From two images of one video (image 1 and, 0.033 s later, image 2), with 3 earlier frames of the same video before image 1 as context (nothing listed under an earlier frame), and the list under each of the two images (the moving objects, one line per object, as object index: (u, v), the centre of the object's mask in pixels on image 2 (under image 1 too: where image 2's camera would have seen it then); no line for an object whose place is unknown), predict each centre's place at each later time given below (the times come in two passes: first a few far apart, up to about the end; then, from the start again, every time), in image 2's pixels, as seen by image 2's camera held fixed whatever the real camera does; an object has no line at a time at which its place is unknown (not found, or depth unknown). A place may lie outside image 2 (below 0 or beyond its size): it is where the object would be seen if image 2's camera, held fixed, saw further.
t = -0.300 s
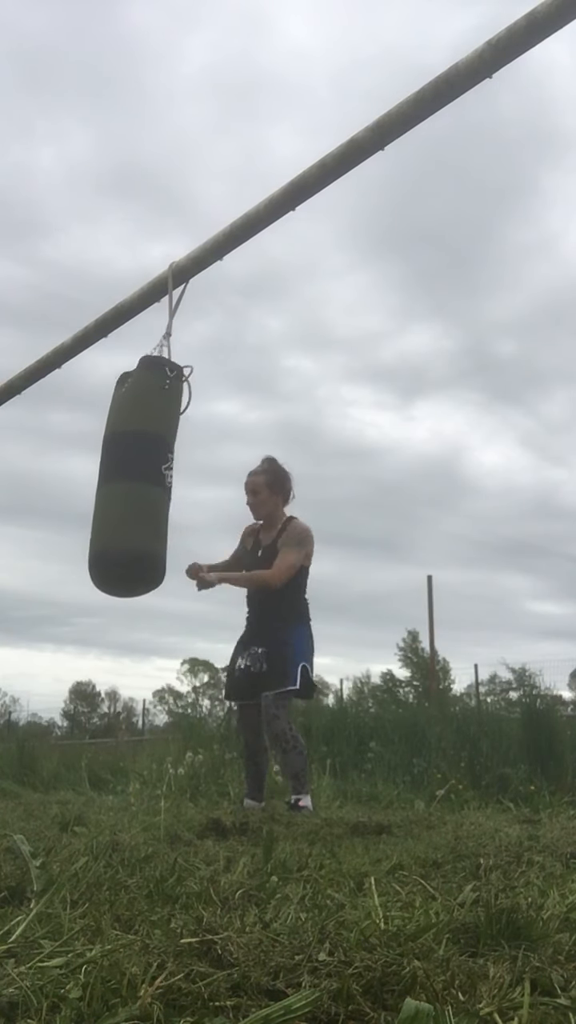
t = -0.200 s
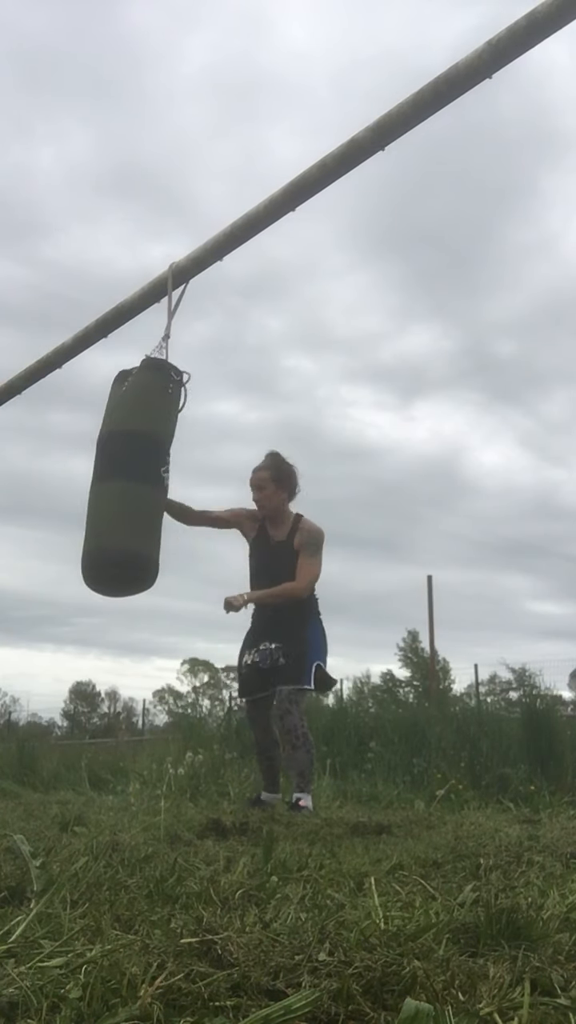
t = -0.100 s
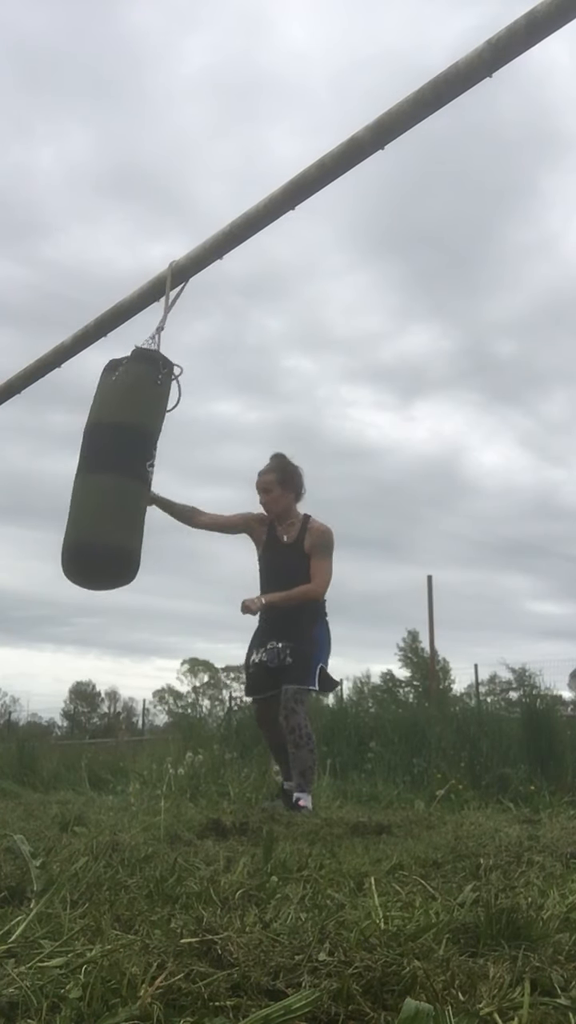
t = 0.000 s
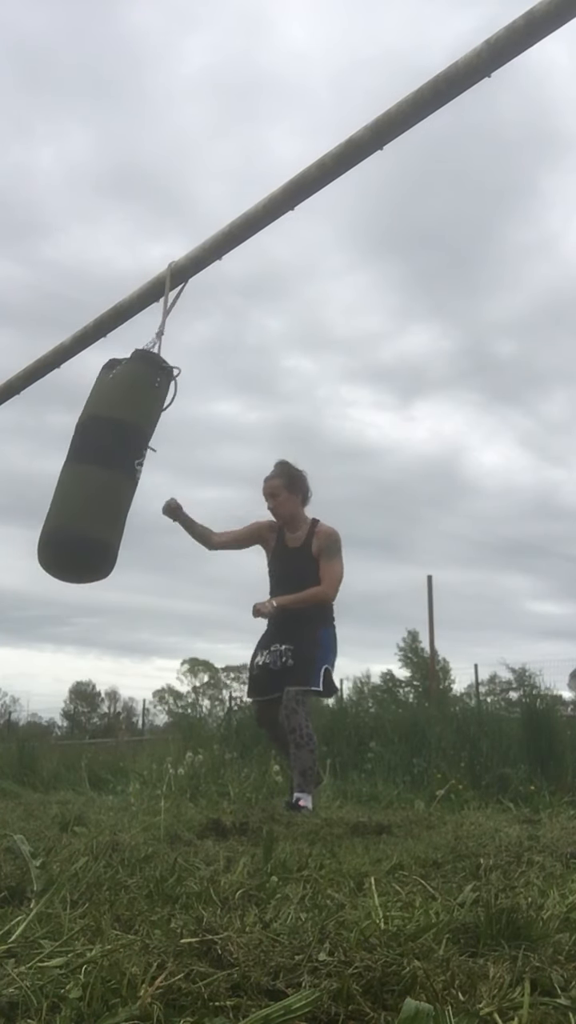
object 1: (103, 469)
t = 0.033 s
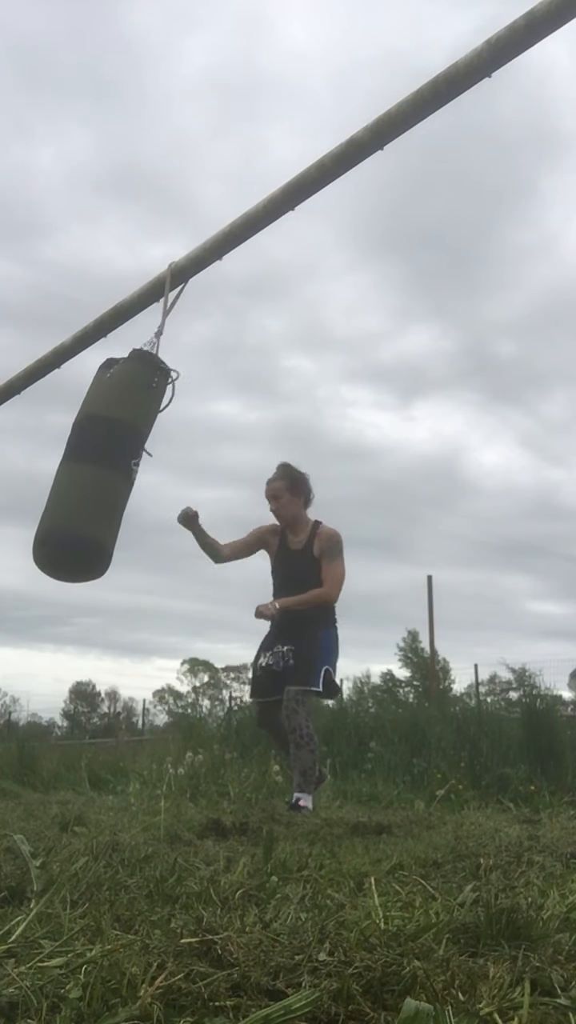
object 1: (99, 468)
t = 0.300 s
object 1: (93, 473)
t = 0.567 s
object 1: (123, 492)
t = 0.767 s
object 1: (156, 503)
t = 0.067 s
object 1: (96, 467)
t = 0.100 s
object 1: (94, 467)
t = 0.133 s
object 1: (92, 466)
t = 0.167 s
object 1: (91, 467)
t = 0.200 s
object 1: (91, 467)
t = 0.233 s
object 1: (91, 469)
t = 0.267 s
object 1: (92, 471)
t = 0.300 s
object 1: (93, 473)
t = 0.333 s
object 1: (96, 475)
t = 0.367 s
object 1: (98, 477)
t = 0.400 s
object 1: (101, 479)
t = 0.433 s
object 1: (105, 481)
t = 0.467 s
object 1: (109, 484)
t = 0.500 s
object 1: (113, 487)
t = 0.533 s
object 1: (118, 490)
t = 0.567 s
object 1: (123, 492)
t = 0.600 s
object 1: (128, 494)
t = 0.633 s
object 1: (133, 496)
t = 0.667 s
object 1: (139, 498)
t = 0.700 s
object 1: (144, 500)
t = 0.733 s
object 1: (150, 502)
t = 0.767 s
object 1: (156, 503)
